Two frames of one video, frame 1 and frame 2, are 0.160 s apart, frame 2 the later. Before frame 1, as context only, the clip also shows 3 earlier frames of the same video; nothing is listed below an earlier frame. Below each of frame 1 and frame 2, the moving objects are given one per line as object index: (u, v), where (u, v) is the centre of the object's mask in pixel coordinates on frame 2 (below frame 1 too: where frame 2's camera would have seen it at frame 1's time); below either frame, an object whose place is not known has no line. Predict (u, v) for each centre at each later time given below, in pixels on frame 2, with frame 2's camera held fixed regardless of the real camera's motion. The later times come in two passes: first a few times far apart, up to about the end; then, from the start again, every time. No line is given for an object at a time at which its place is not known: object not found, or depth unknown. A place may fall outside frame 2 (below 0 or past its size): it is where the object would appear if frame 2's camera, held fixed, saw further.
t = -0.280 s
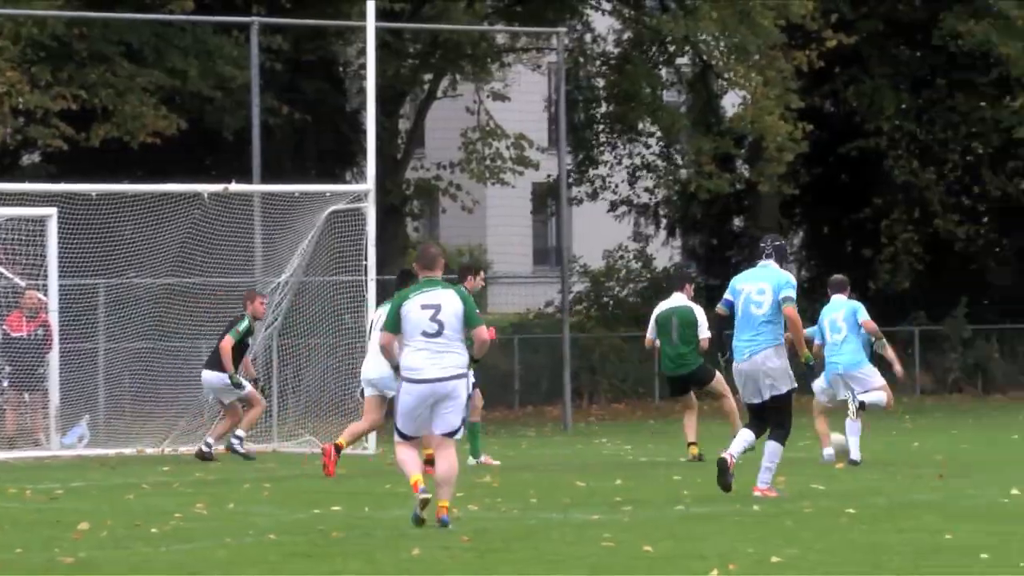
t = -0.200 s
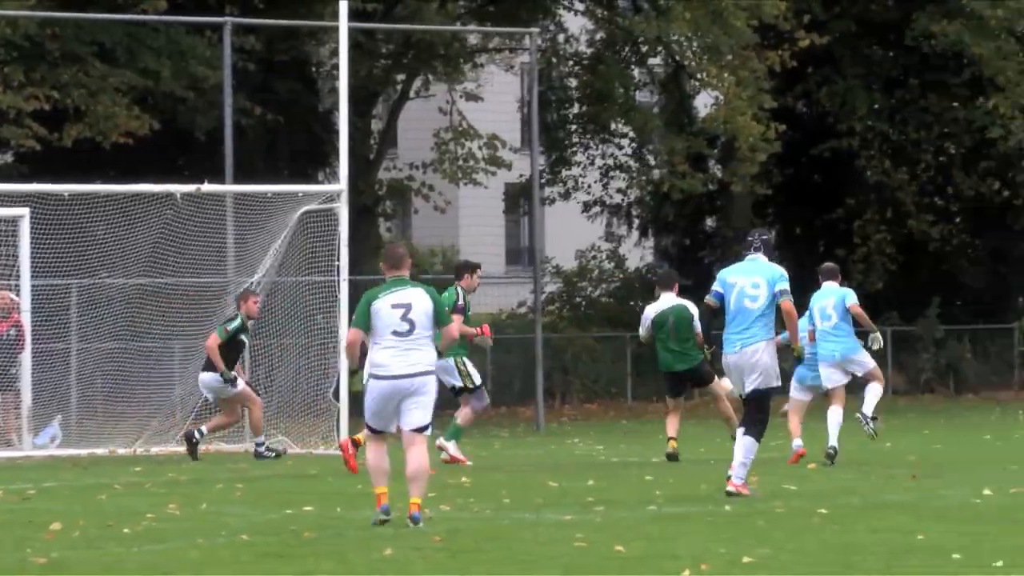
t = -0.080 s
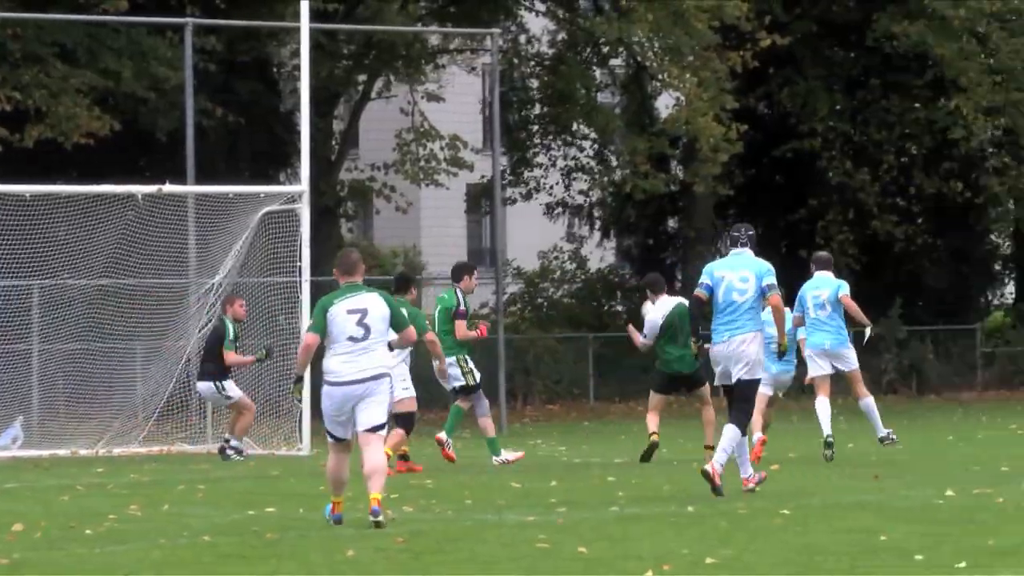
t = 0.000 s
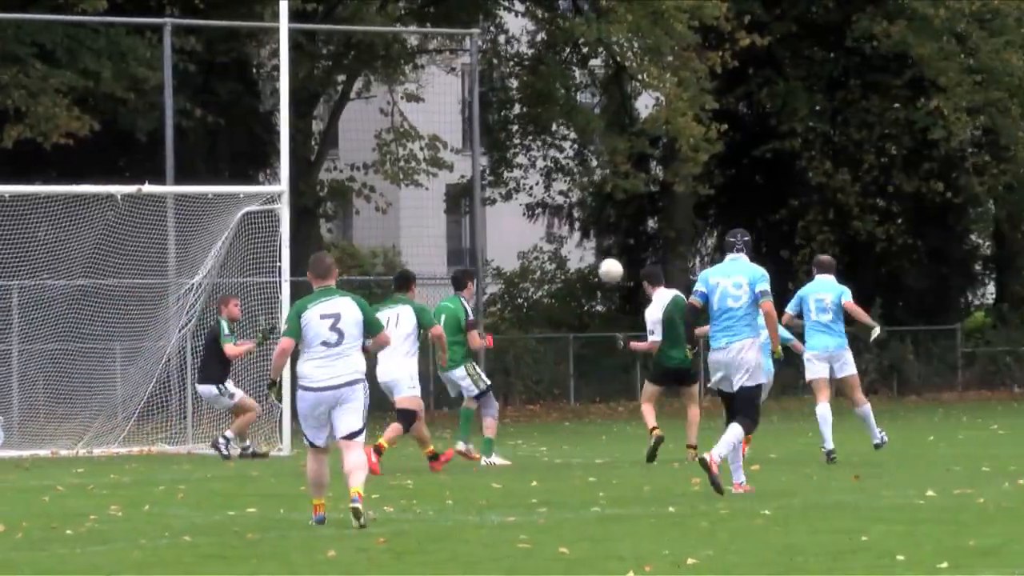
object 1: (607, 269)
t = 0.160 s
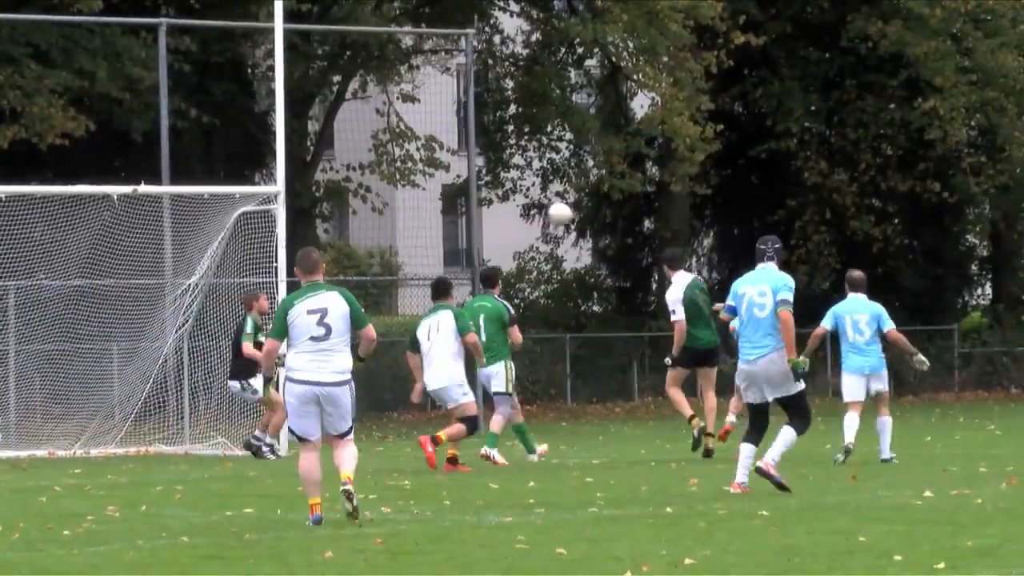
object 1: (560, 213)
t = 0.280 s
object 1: (524, 193)
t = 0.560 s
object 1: (447, 204)
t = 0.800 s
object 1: (386, 276)
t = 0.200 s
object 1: (547, 205)
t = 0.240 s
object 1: (535, 198)
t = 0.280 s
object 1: (524, 193)
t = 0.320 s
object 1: (513, 189)
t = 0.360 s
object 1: (502, 187)
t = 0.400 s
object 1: (490, 187)
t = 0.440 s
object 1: (479, 189)
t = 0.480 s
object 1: (468, 192)
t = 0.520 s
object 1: (457, 198)
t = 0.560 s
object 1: (447, 204)
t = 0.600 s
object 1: (437, 213)
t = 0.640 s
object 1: (426, 222)
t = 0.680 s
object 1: (416, 233)
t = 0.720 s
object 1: (407, 245)
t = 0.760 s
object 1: (395, 261)
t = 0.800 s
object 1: (386, 276)
